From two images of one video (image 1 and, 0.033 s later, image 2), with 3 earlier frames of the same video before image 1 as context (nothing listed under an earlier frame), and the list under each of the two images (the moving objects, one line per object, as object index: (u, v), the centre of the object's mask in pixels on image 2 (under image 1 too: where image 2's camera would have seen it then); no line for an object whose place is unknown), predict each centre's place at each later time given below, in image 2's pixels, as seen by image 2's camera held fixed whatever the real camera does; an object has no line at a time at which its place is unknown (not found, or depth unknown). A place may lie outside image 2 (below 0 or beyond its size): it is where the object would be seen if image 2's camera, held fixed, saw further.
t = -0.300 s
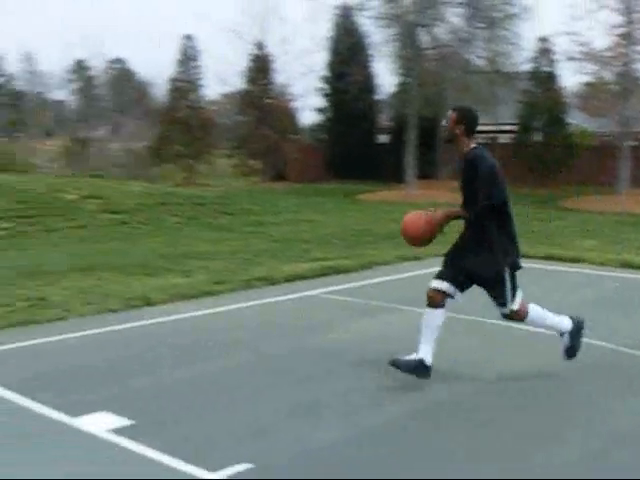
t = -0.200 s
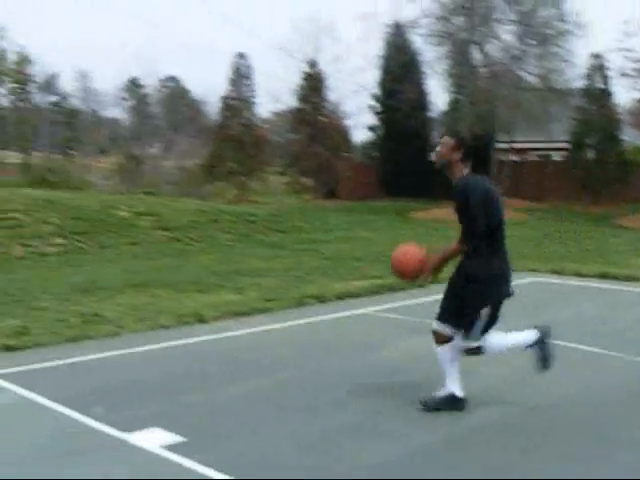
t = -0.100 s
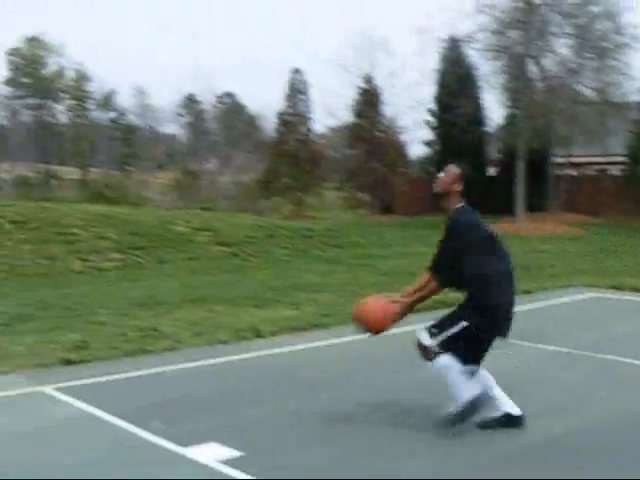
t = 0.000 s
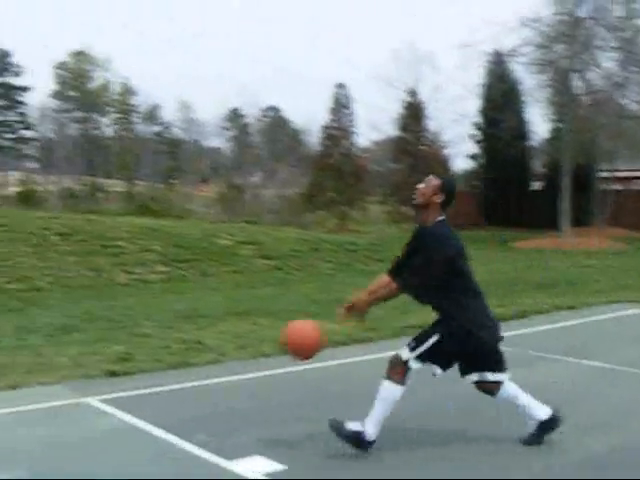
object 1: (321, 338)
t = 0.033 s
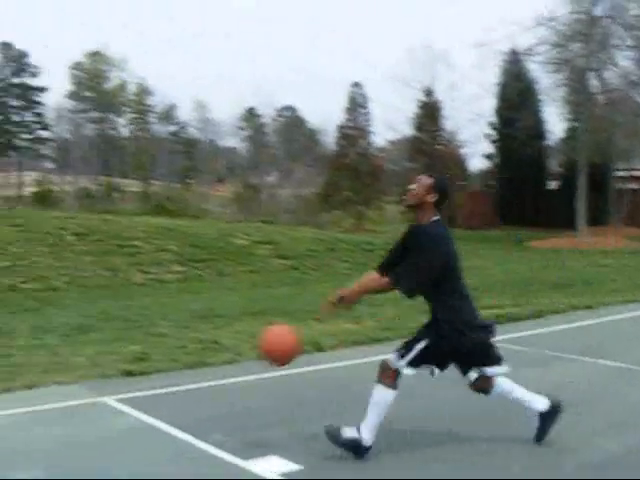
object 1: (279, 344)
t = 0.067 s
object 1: (237, 353)
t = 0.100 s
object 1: (197, 362)
